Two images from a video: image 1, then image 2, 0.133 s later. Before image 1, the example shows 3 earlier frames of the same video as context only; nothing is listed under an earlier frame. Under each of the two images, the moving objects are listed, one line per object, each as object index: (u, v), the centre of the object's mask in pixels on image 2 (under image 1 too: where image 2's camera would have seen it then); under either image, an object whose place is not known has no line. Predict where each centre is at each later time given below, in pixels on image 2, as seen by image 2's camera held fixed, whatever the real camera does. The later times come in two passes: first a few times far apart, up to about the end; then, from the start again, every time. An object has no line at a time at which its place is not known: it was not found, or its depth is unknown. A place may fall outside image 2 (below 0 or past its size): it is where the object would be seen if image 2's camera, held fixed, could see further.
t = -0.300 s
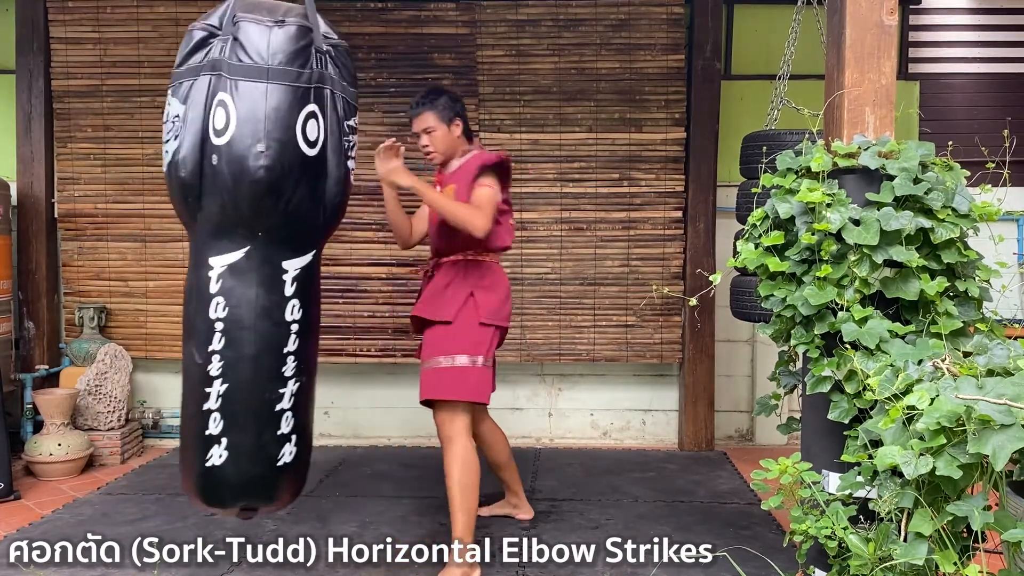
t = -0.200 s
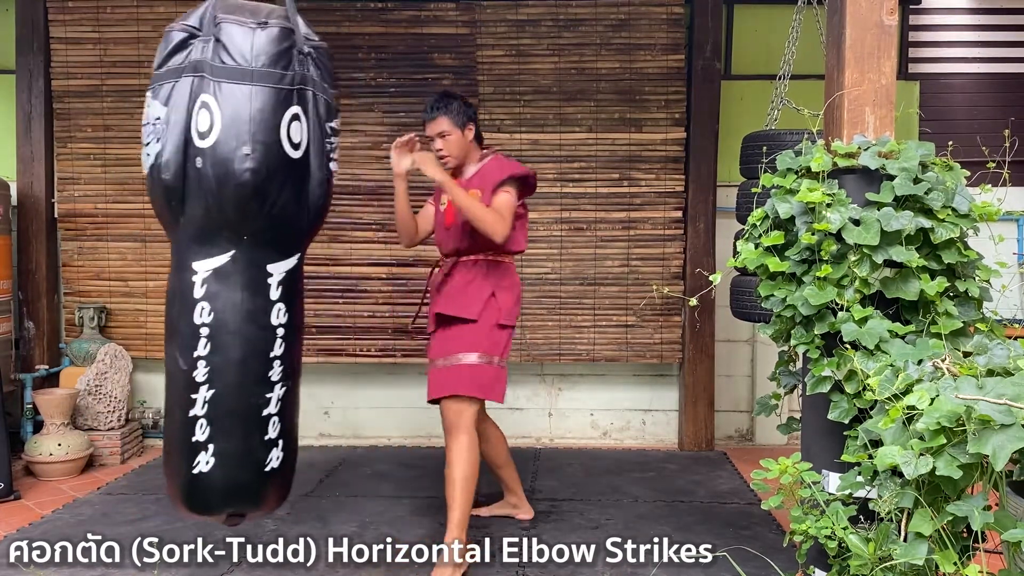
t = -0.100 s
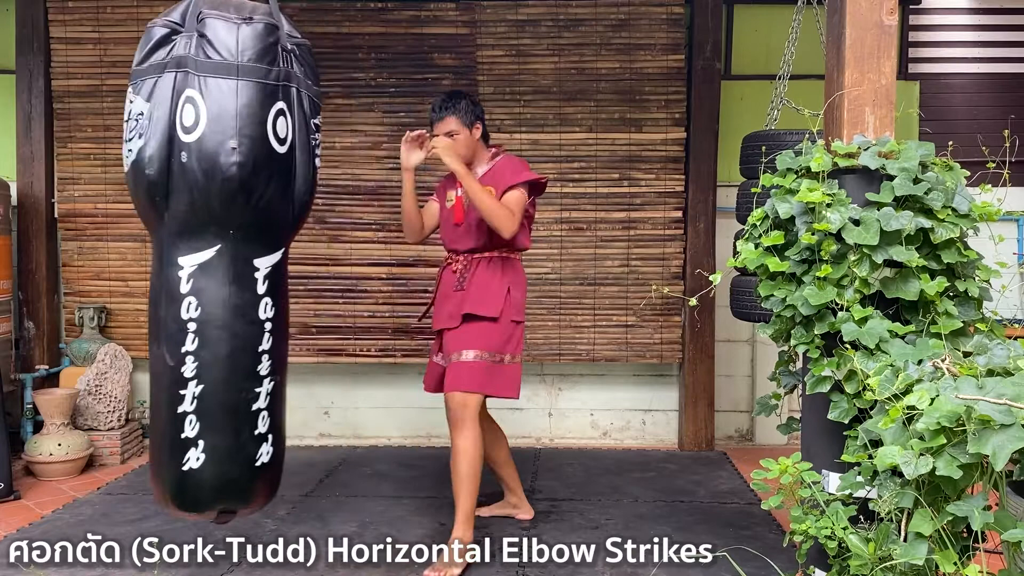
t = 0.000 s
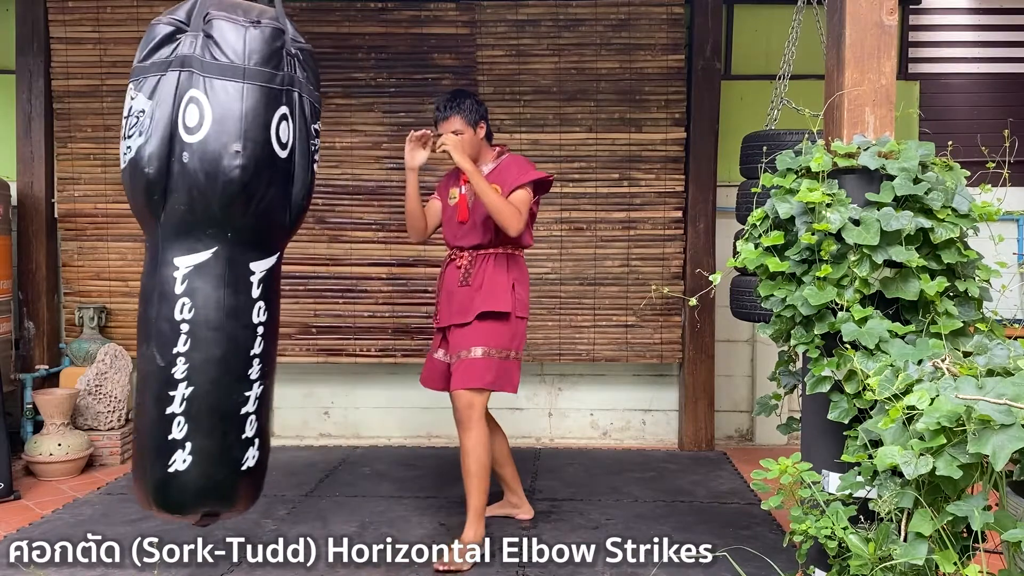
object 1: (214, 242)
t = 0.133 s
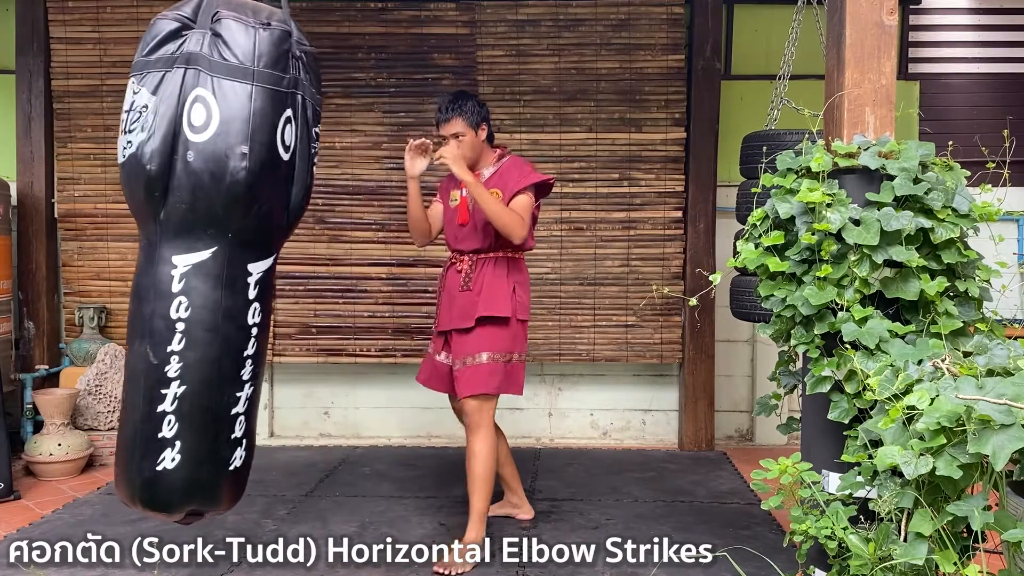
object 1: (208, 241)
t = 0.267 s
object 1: (199, 242)
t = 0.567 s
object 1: (213, 241)
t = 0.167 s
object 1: (205, 242)
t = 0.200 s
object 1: (203, 242)
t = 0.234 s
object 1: (200, 242)
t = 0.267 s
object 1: (199, 242)
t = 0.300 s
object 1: (199, 242)
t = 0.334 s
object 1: (199, 242)
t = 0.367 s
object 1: (201, 242)
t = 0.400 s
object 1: (203, 243)
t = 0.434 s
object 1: (206, 242)
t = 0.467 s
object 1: (208, 242)
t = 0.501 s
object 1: (210, 242)
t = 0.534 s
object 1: (211, 242)
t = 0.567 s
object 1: (213, 241)
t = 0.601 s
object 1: (215, 241)
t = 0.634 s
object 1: (217, 241)
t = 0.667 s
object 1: (220, 241)
